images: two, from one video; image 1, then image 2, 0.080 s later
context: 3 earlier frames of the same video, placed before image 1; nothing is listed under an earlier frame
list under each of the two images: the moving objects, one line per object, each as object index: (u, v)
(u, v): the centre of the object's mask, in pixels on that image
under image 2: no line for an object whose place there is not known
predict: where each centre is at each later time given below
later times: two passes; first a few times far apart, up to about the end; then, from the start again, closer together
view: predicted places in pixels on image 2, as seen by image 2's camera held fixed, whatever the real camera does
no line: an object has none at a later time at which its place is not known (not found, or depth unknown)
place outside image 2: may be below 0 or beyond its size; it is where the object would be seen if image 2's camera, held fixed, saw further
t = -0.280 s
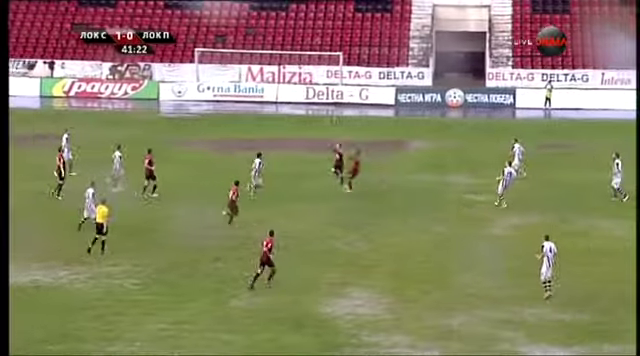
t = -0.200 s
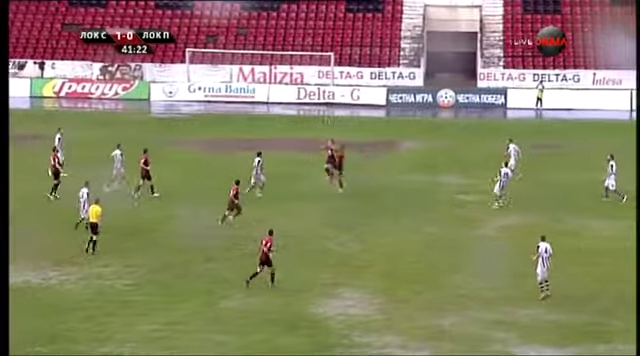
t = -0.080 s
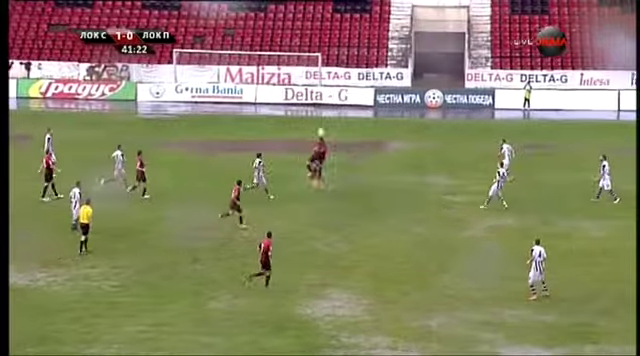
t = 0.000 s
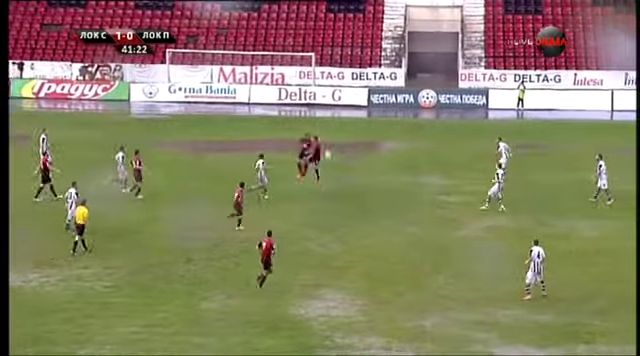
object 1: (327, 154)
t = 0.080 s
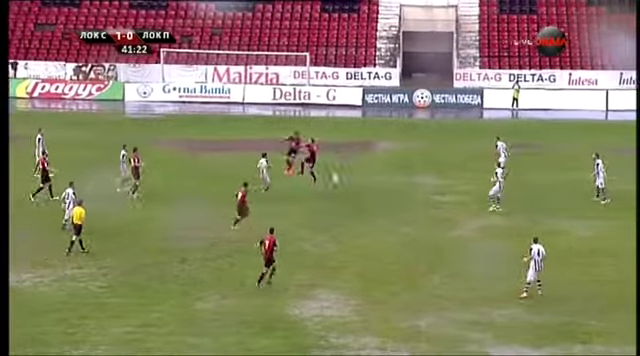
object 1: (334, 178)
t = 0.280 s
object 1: (361, 169)
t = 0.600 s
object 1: (397, 151)
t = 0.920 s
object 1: (435, 158)
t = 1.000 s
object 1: (444, 165)
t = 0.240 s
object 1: (356, 173)
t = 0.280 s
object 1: (361, 169)
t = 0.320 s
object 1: (365, 166)
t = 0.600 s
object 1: (397, 151)
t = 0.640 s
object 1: (402, 151)
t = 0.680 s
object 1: (407, 151)
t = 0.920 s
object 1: (435, 158)
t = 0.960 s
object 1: (440, 161)
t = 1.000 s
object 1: (444, 165)
